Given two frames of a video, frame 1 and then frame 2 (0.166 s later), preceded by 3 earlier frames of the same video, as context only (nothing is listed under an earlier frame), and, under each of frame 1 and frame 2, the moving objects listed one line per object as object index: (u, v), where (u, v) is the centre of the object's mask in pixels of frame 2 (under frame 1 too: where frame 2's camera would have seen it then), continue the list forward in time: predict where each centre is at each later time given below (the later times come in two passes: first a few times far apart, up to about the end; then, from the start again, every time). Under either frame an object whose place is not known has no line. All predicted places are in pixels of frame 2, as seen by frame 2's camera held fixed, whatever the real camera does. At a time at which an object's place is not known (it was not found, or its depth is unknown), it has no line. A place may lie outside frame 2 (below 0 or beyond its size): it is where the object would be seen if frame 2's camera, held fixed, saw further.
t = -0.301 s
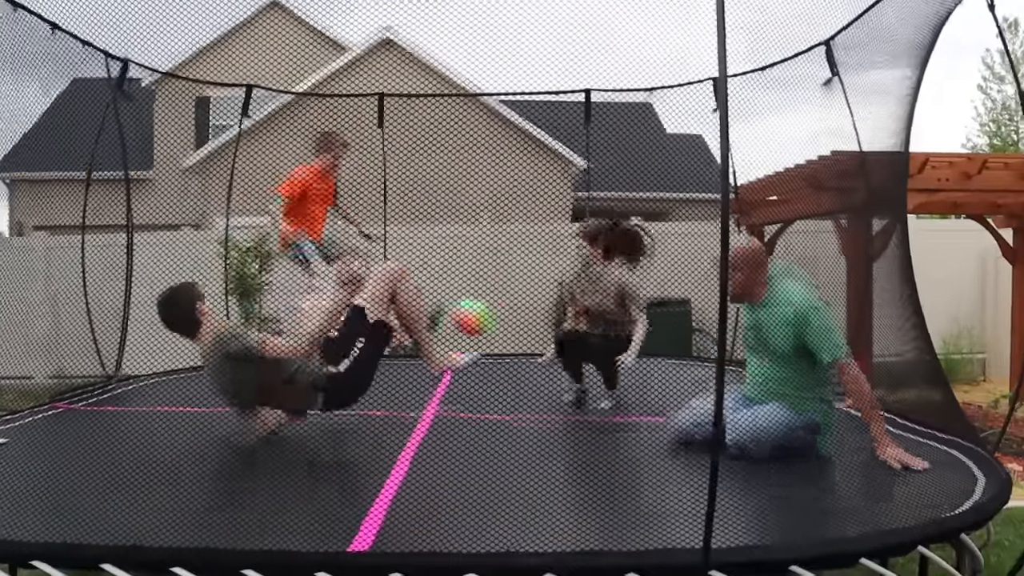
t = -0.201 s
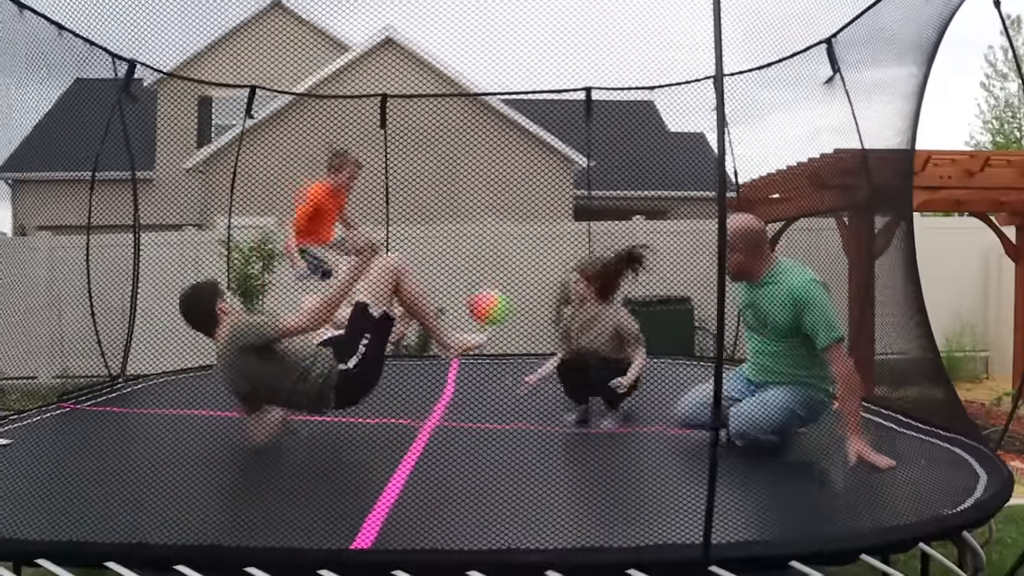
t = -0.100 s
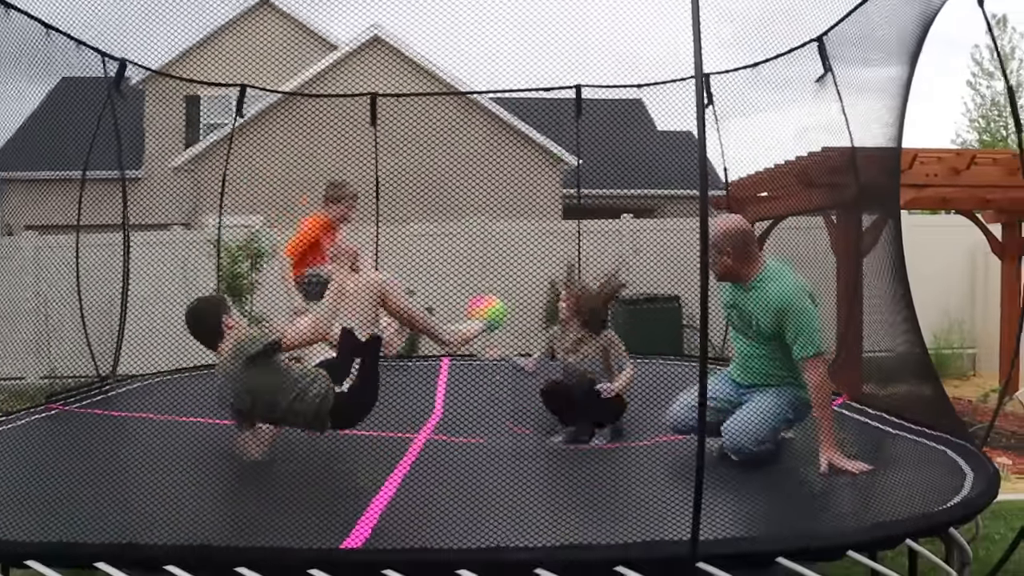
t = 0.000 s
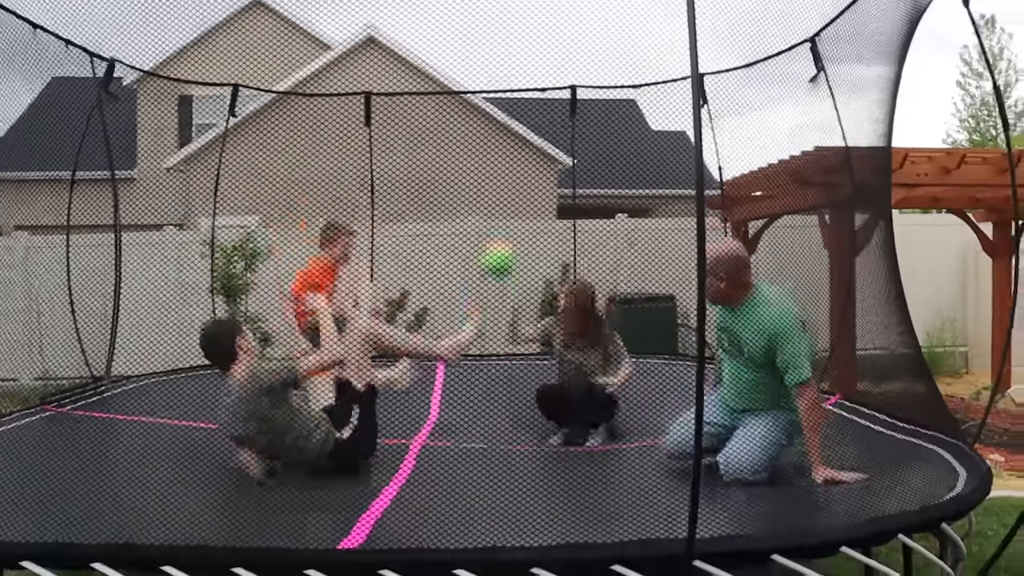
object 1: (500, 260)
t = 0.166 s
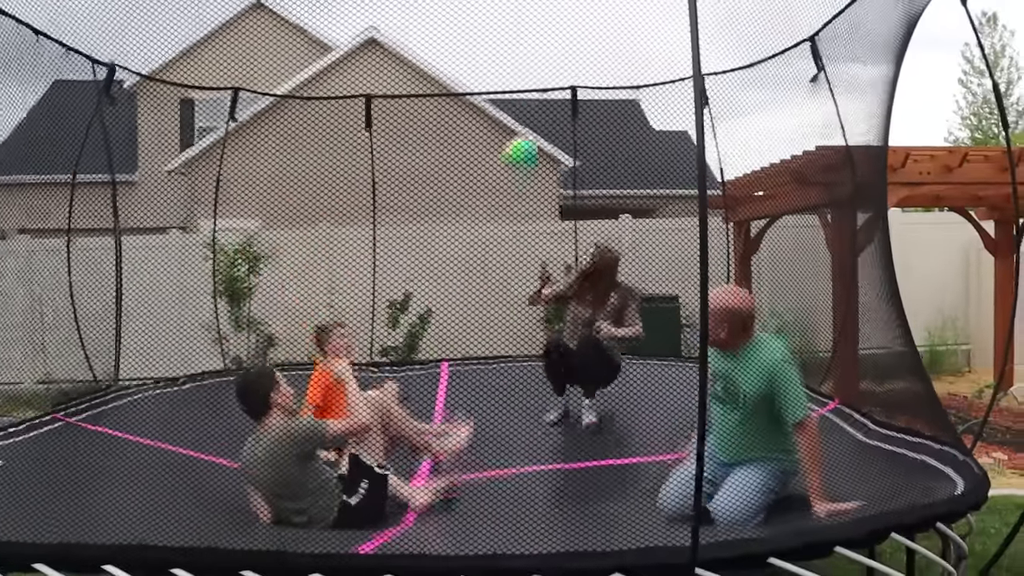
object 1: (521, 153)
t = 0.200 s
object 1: (527, 138)
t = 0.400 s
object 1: (556, 89)
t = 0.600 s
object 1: (584, 105)
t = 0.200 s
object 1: (527, 138)
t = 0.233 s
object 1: (531, 126)
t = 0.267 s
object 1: (537, 114)
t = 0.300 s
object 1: (541, 106)
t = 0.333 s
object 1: (546, 98)
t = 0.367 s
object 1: (550, 92)
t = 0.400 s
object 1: (556, 89)
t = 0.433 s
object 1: (561, 86)
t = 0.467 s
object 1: (565, 85)
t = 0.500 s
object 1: (570, 88)
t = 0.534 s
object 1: (575, 91)
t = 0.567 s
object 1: (581, 97)
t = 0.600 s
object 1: (584, 105)
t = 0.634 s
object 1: (590, 114)
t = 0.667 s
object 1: (595, 125)
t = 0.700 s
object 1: (600, 138)
